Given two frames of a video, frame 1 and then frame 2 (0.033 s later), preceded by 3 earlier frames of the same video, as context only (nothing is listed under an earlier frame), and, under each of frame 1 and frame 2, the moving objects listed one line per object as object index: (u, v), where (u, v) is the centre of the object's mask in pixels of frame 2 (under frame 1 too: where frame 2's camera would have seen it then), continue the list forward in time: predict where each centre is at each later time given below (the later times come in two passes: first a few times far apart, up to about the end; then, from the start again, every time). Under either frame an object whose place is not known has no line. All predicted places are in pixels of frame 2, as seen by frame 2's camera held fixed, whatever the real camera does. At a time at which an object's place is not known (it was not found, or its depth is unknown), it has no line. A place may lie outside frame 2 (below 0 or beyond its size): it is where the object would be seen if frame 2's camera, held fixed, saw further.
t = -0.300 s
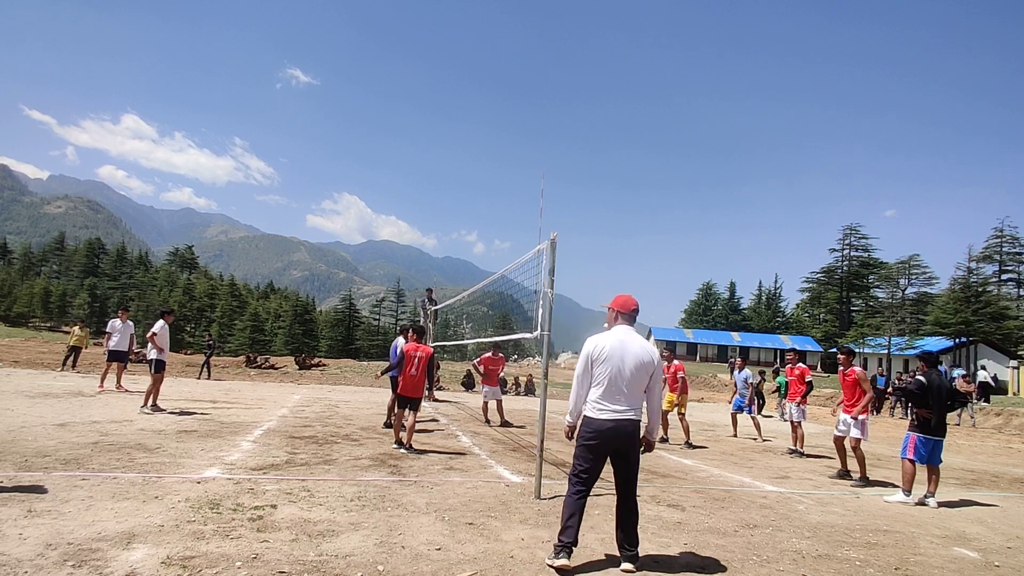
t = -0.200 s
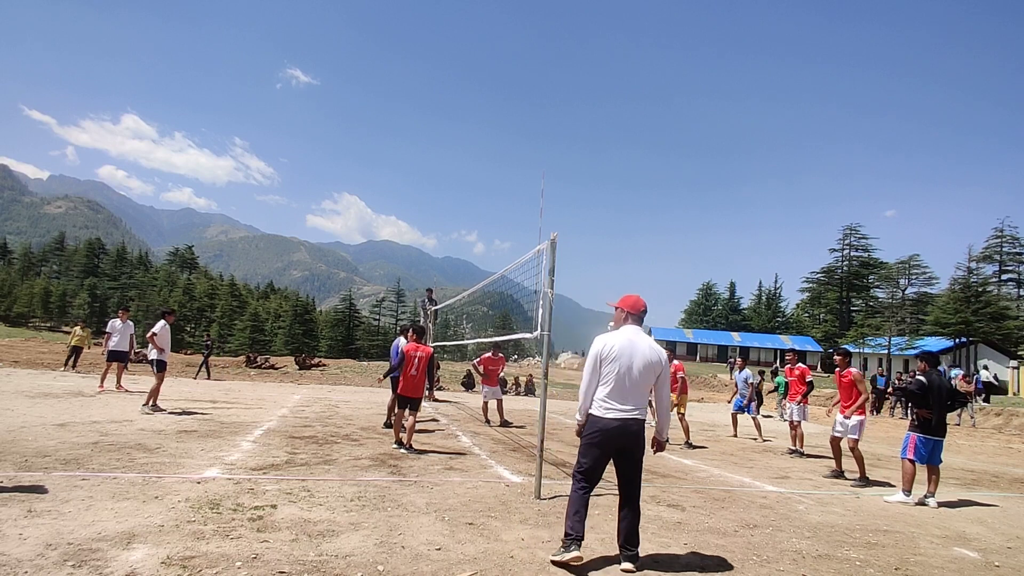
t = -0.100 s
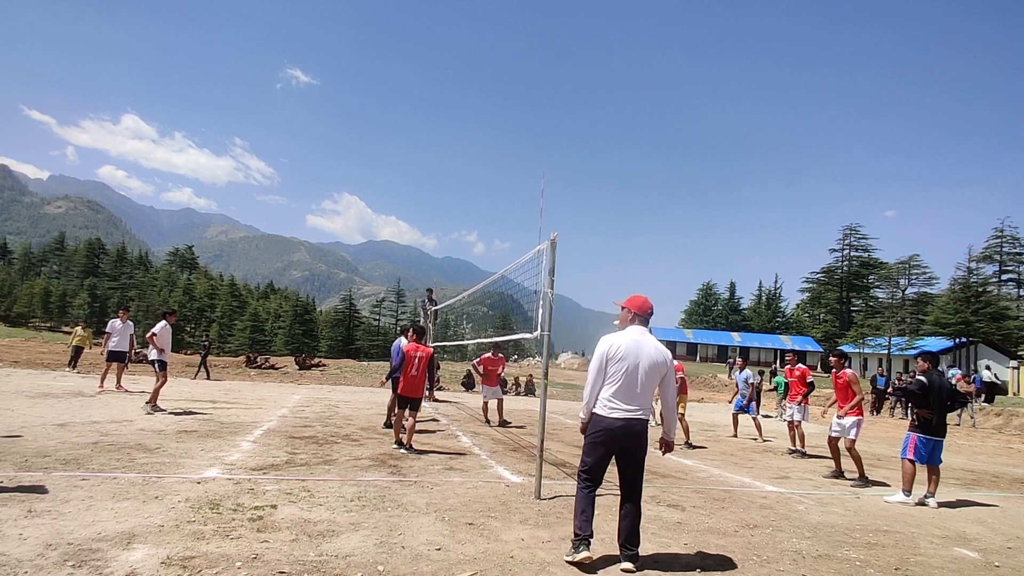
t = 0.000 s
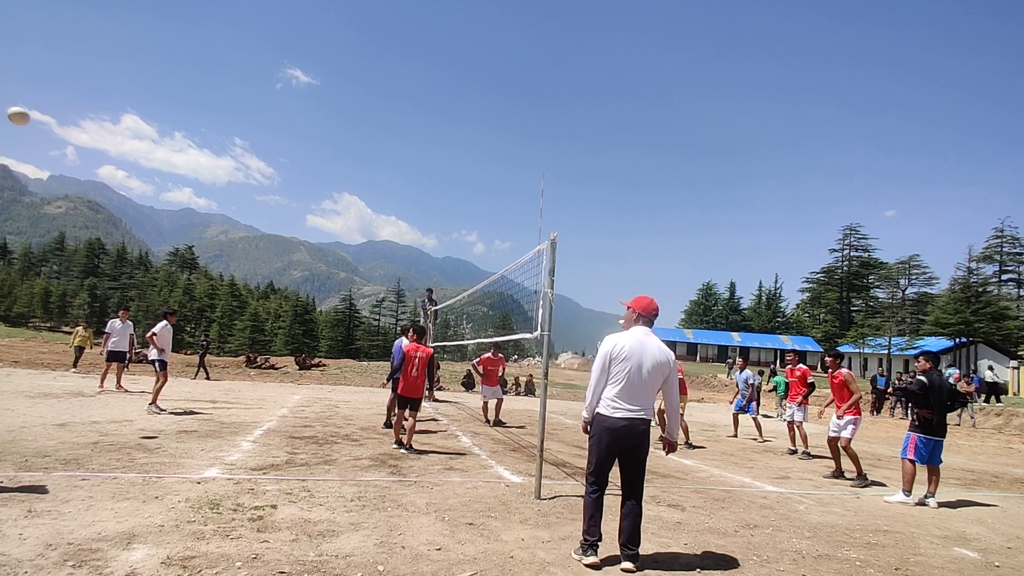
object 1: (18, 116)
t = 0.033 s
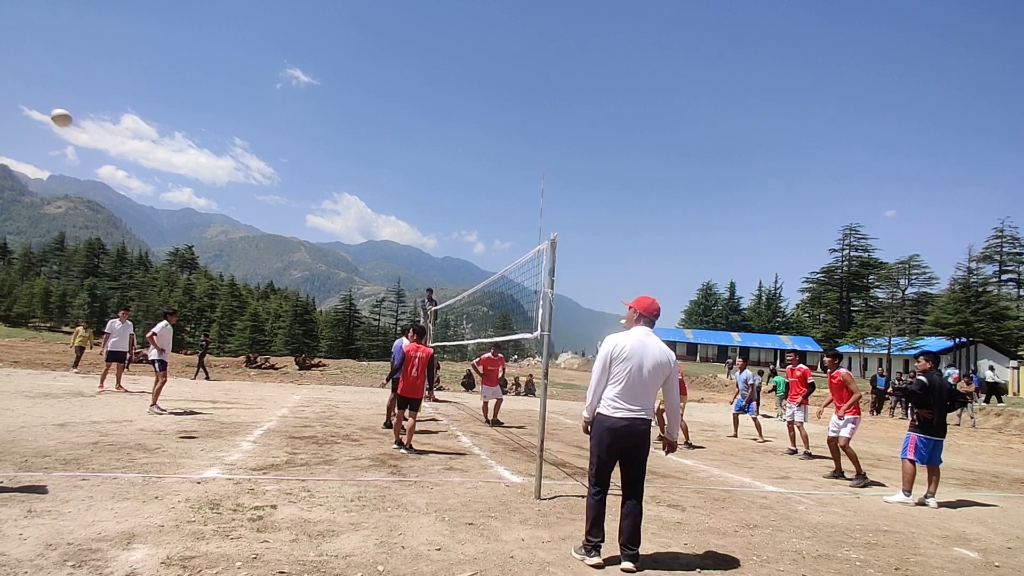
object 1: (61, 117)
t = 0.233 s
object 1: (279, 141)
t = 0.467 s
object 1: (472, 191)
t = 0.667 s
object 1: (605, 247)
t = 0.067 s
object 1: (102, 120)
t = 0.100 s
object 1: (142, 124)
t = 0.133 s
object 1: (178, 127)
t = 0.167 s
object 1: (213, 131)
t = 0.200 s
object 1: (247, 136)
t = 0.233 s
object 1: (279, 141)
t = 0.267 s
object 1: (310, 147)
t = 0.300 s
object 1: (340, 153)
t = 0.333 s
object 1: (369, 159)
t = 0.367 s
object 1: (396, 167)
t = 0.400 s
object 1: (423, 174)
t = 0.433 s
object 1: (448, 183)
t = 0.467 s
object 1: (472, 191)
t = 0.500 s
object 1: (496, 199)
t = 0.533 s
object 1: (520, 209)
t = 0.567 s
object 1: (542, 218)
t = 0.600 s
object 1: (564, 227)
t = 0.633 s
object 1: (585, 237)
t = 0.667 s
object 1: (605, 247)
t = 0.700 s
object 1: (626, 258)
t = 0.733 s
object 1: (645, 269)
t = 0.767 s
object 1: (664, 280)
